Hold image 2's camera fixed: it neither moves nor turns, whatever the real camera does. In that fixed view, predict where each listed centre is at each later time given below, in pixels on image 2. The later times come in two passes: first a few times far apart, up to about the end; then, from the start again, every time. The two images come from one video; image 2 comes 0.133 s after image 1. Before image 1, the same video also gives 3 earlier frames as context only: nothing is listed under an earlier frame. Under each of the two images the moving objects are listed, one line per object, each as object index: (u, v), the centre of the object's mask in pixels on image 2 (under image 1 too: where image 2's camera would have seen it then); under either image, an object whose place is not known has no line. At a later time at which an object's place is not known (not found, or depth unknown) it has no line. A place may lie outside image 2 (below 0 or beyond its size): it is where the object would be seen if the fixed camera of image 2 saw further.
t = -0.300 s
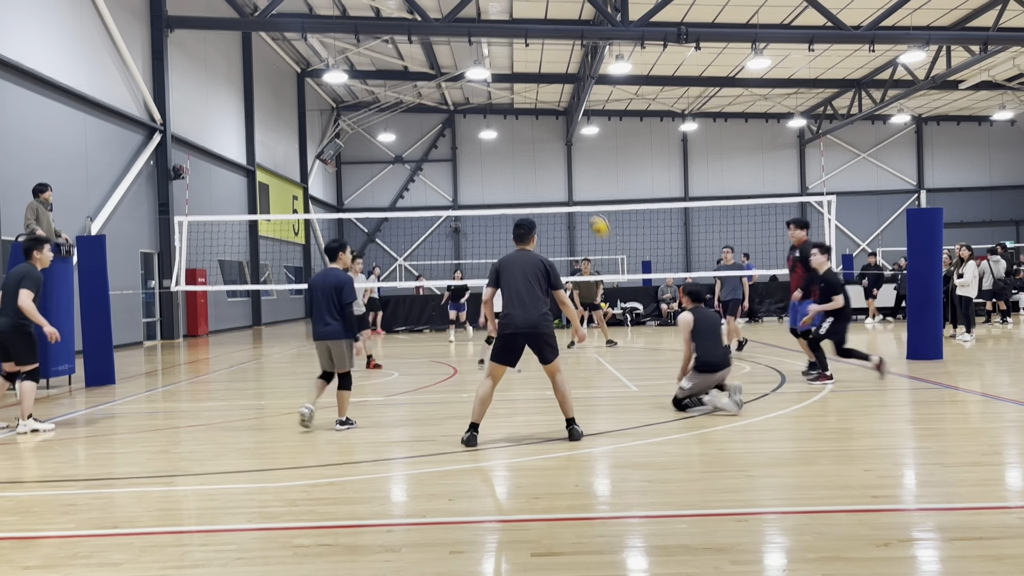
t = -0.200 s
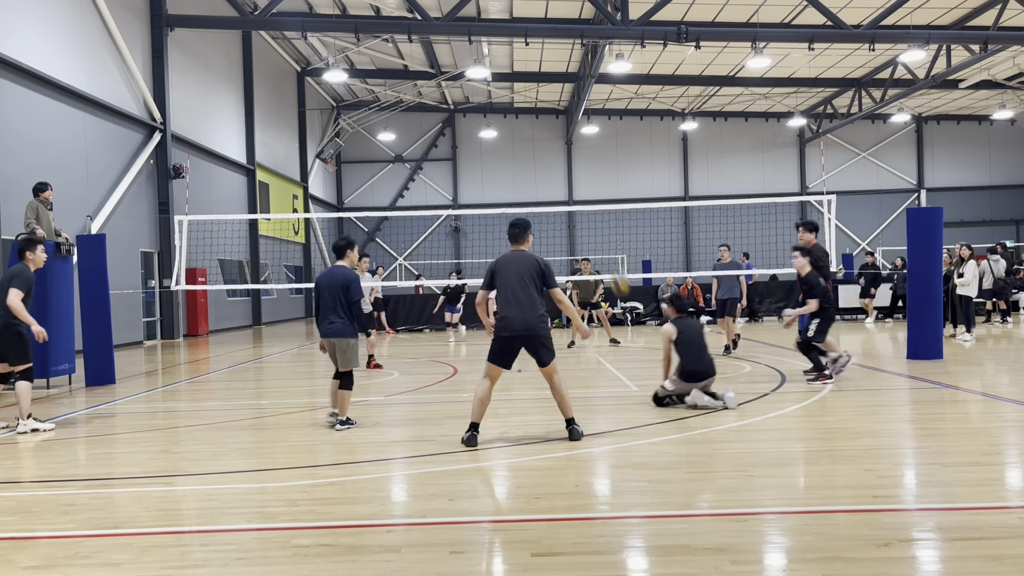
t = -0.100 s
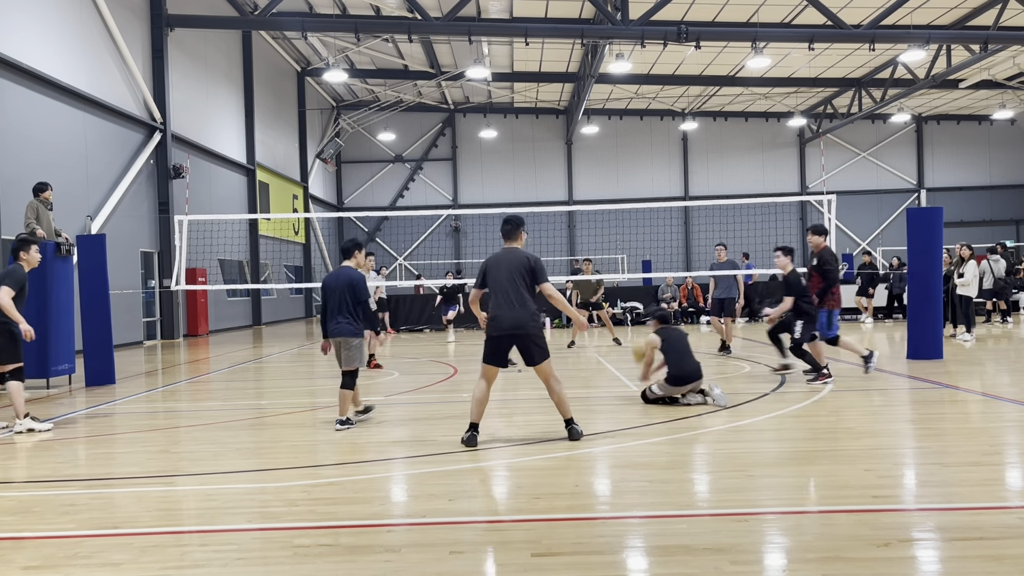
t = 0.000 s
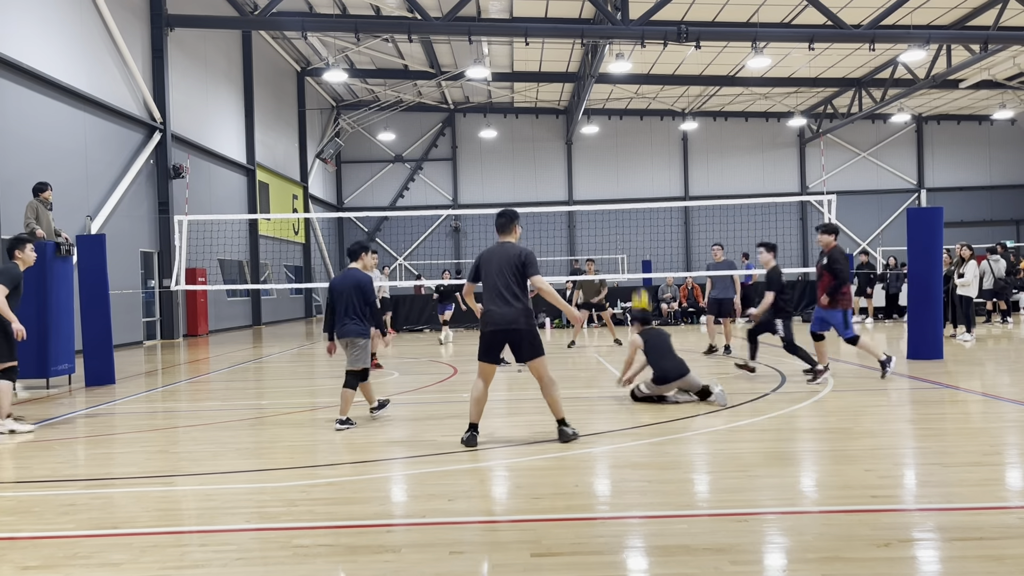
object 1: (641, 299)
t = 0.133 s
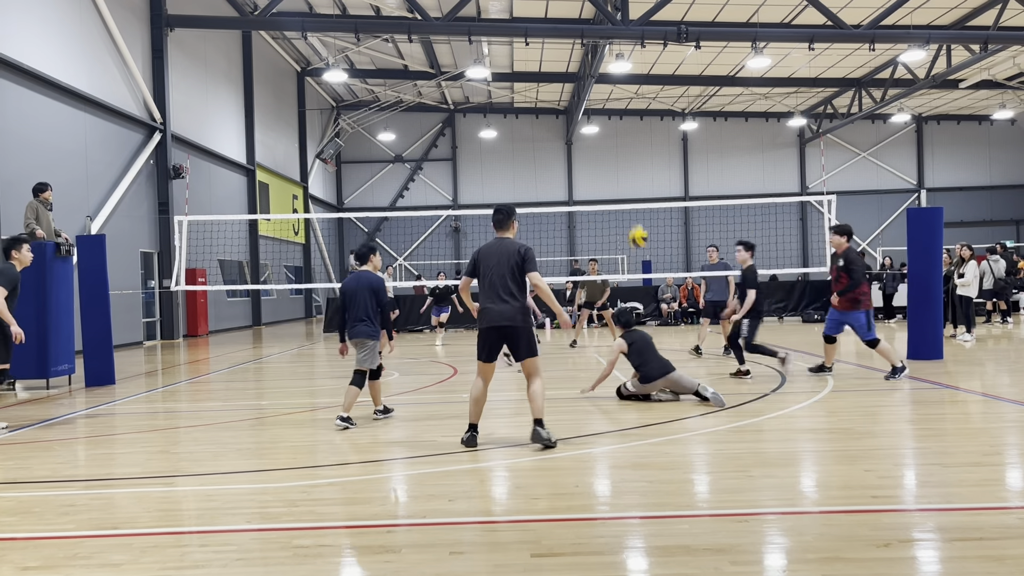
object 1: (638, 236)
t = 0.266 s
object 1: (636, 192)
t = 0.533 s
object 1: (636, 153)
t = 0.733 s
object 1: (639, 162)
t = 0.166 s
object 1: (637, 223)
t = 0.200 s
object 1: (636, 211)
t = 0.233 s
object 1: (637, 201)
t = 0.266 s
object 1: (636, 192)
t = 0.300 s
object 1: (636, 183)
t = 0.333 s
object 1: (636, 176)
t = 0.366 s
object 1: (636, 170)
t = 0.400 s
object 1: (636, 164)
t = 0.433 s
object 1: (636, 160)
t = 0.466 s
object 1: (636, 157)
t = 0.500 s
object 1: (636, 154)
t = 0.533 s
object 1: (636, 153)
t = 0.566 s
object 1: (637, 153)
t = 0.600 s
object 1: (637, 153)
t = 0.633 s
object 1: (638, 154)
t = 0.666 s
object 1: (638, 156)
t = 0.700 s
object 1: (638, 159)
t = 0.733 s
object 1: (639, 162)
